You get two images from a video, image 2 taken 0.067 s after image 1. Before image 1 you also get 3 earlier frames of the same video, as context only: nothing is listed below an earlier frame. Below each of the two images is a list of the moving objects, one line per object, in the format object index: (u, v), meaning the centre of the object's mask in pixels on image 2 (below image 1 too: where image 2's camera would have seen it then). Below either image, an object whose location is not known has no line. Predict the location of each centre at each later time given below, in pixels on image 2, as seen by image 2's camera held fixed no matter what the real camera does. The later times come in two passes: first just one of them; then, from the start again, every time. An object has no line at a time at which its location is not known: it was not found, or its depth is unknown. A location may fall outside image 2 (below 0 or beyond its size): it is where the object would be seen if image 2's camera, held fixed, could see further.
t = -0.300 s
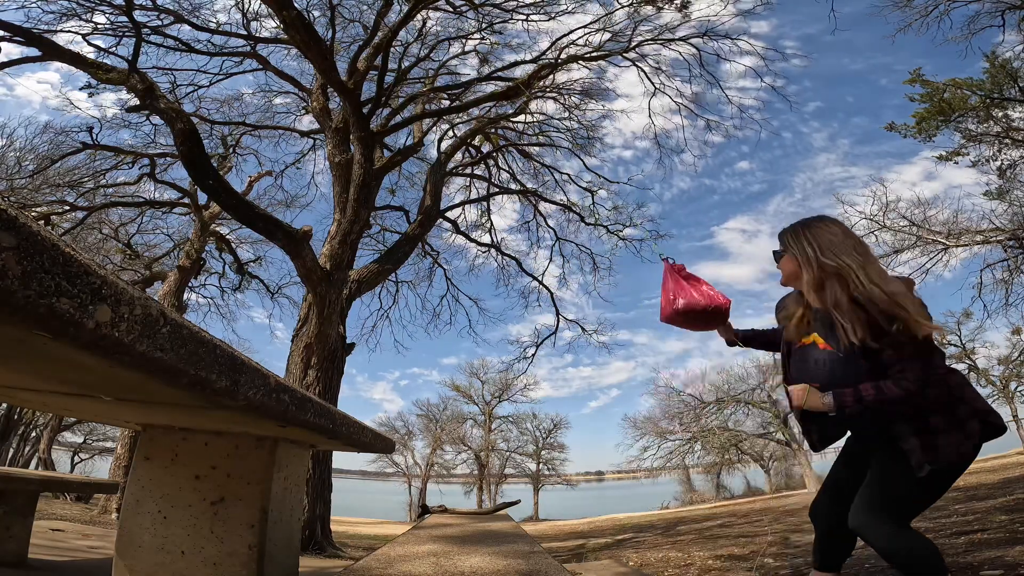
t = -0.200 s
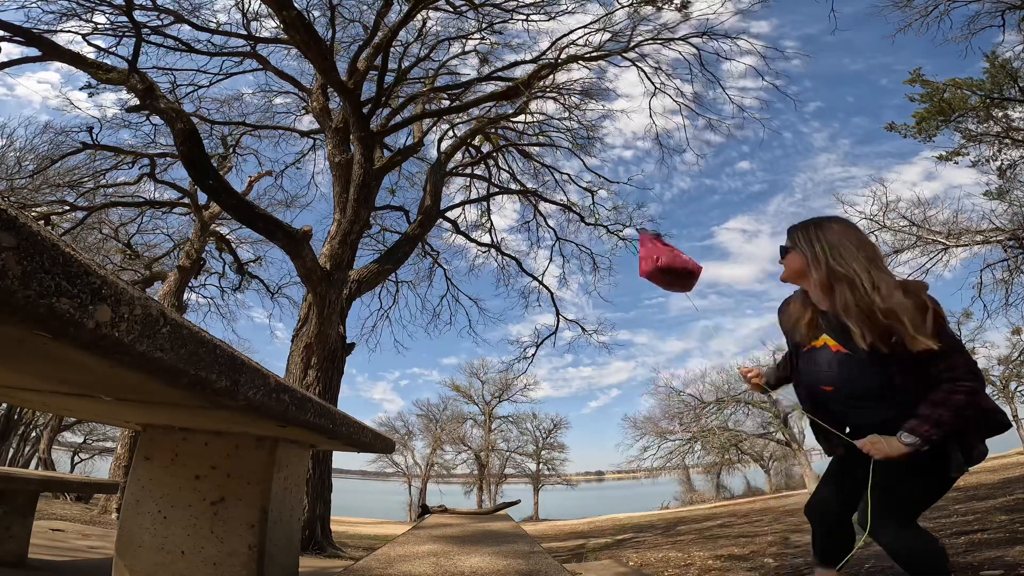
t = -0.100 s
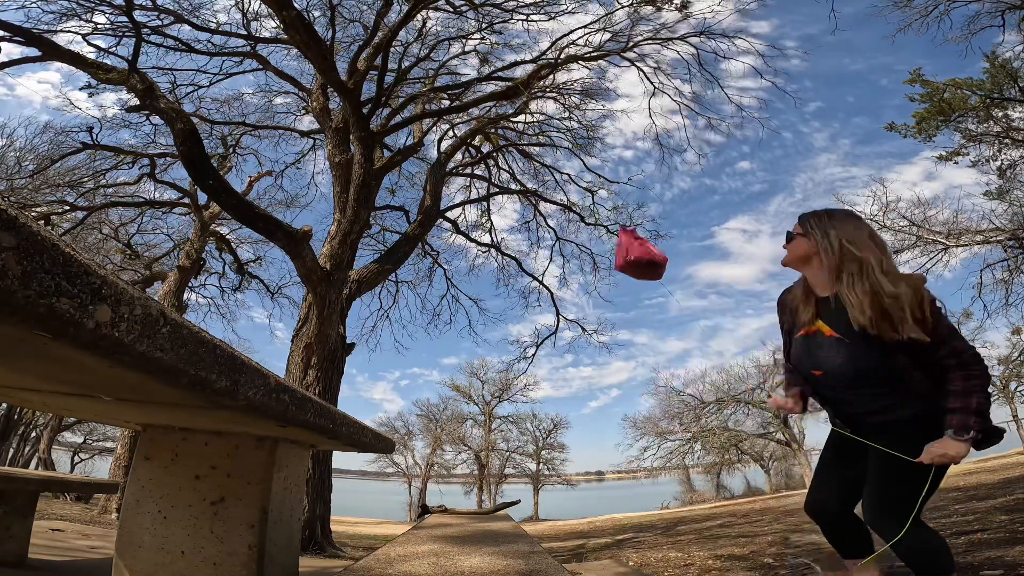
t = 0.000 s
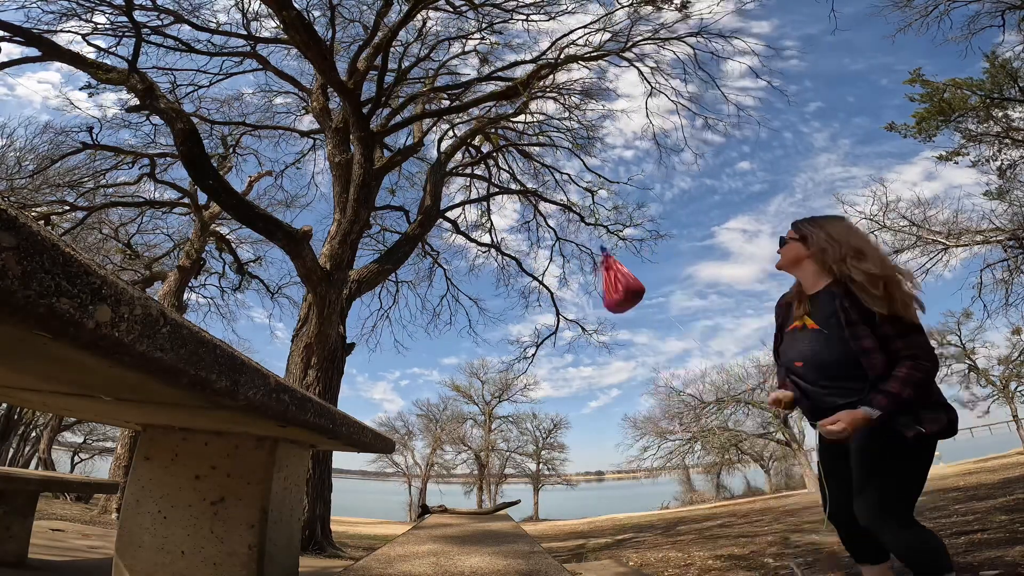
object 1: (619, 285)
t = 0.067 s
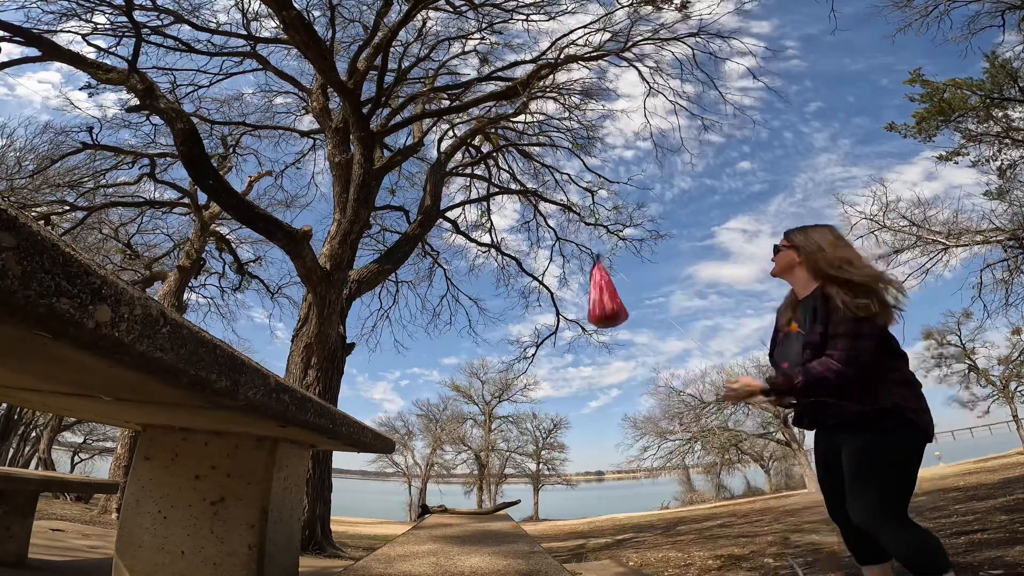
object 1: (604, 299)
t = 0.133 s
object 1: (593, 315)
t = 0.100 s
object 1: (601, 308)
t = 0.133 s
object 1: (593, 315)
